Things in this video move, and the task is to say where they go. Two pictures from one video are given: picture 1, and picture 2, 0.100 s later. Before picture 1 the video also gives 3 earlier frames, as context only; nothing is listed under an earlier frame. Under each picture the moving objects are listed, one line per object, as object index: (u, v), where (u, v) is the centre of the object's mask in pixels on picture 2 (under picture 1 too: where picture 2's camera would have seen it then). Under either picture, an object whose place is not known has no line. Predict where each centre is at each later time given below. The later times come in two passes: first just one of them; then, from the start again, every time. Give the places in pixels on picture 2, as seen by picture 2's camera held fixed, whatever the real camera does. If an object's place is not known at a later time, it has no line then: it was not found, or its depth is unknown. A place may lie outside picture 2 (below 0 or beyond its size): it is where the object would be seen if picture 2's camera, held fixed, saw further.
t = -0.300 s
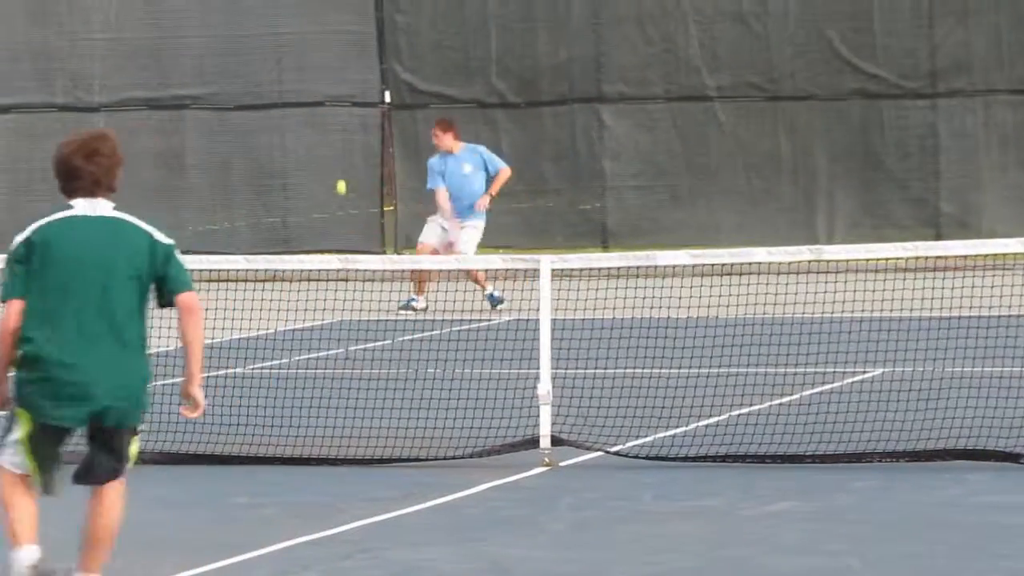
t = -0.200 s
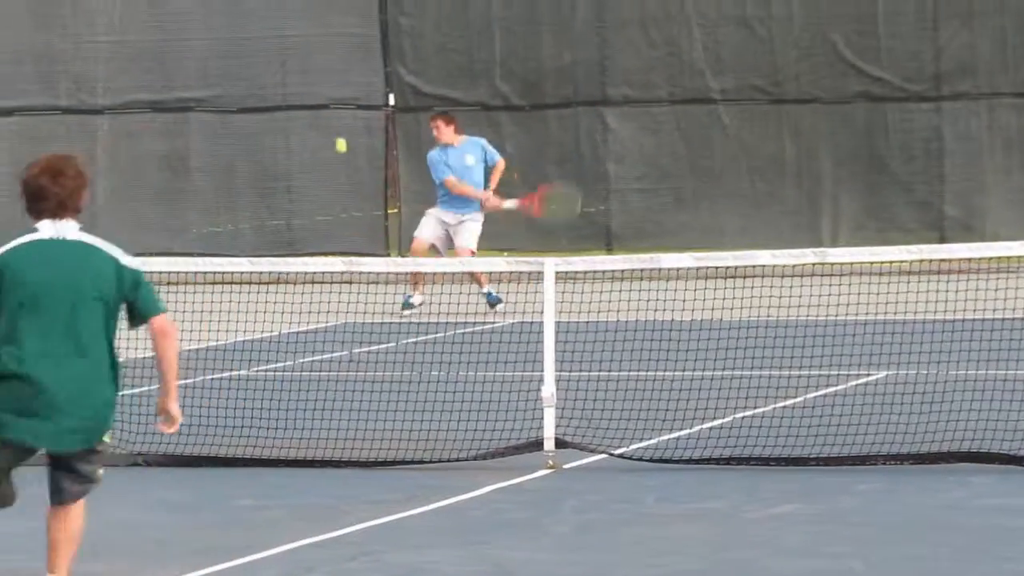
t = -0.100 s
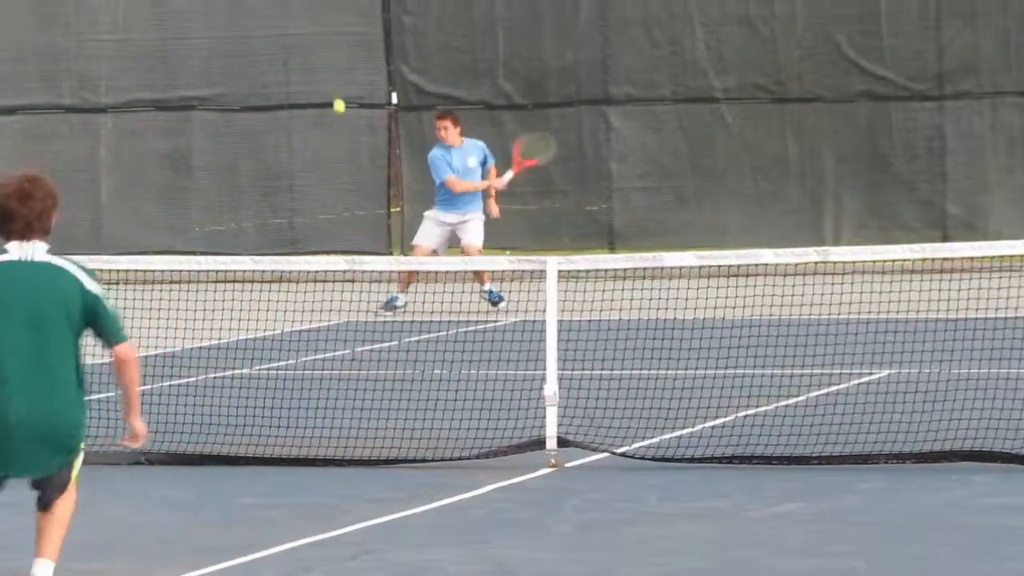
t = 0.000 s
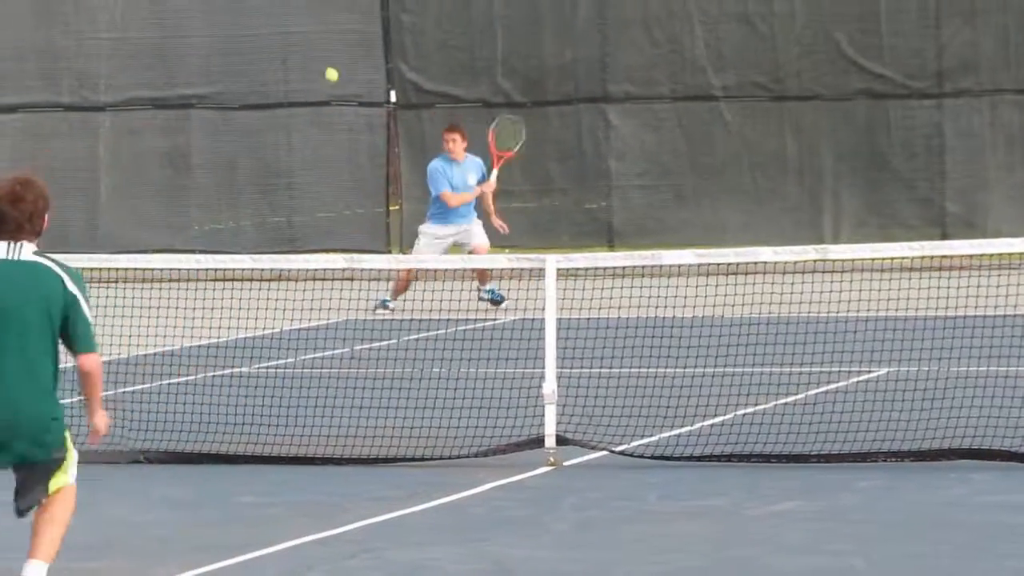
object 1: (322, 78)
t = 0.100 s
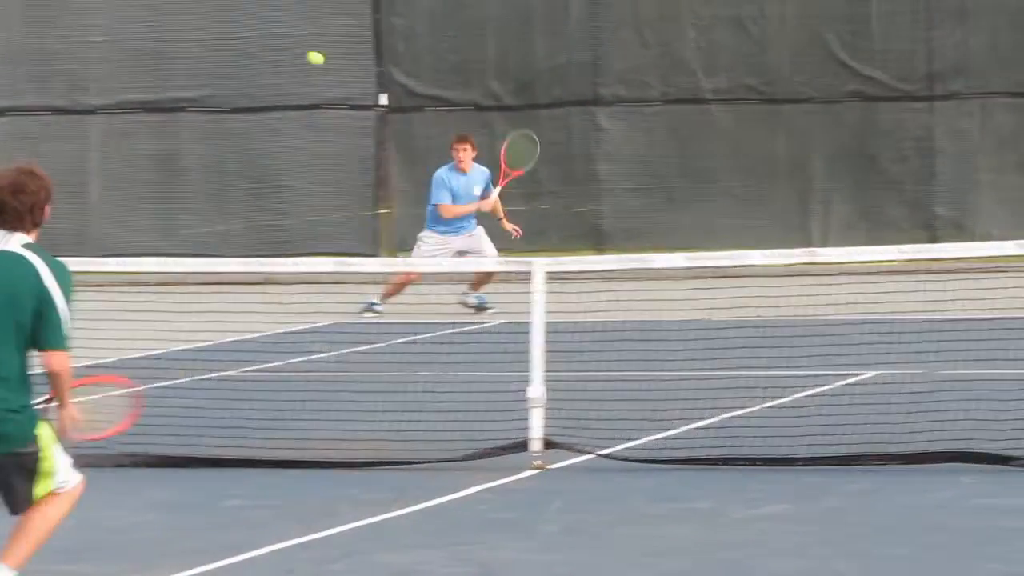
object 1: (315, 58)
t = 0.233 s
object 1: (305, 50)
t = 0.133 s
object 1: (313, 54)
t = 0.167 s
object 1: (310, 52)
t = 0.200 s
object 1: (308, 50)
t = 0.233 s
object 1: (305, 50)
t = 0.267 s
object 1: (301, 53)
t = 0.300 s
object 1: (298, 57)
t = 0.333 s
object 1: (295, 63)
